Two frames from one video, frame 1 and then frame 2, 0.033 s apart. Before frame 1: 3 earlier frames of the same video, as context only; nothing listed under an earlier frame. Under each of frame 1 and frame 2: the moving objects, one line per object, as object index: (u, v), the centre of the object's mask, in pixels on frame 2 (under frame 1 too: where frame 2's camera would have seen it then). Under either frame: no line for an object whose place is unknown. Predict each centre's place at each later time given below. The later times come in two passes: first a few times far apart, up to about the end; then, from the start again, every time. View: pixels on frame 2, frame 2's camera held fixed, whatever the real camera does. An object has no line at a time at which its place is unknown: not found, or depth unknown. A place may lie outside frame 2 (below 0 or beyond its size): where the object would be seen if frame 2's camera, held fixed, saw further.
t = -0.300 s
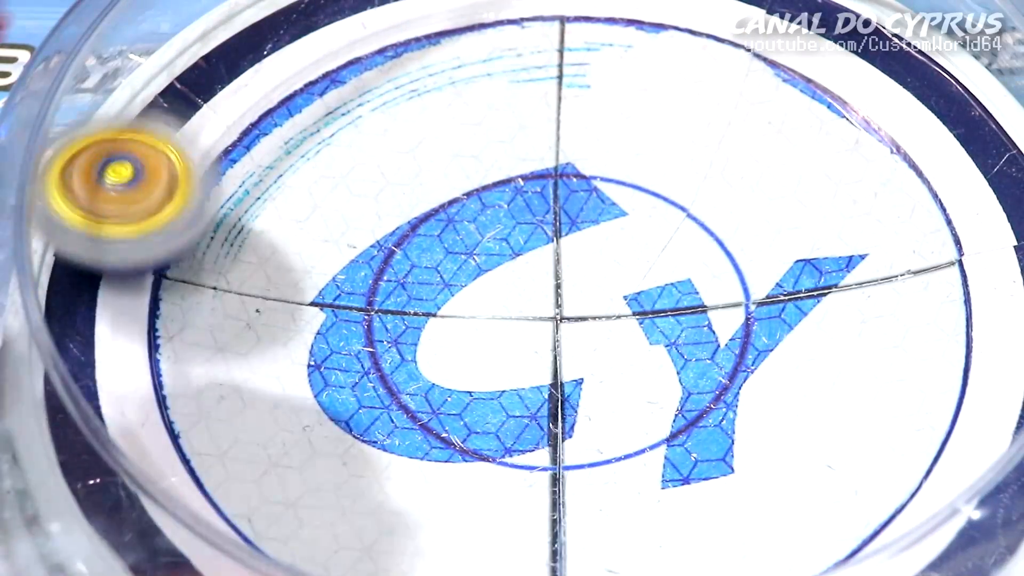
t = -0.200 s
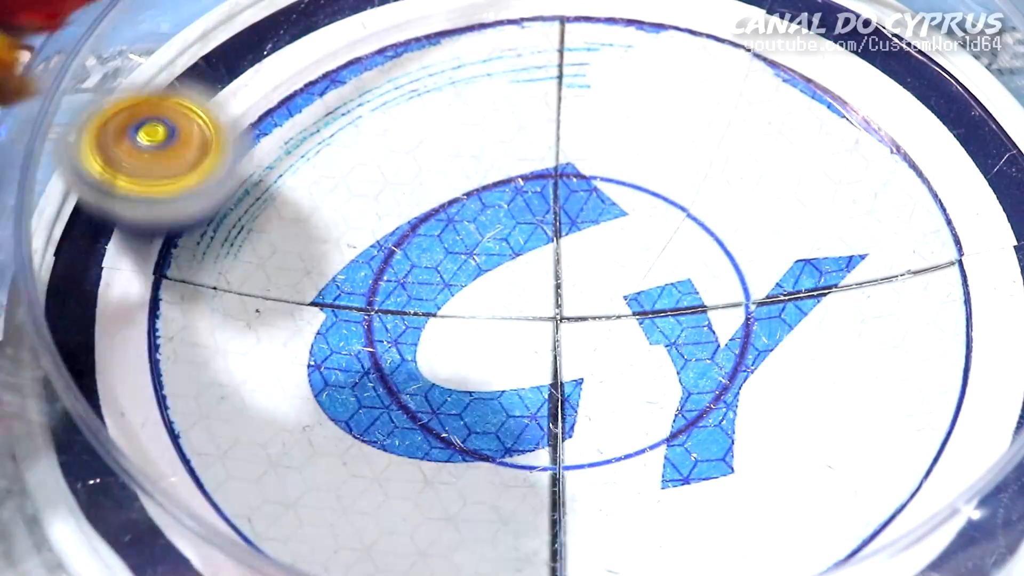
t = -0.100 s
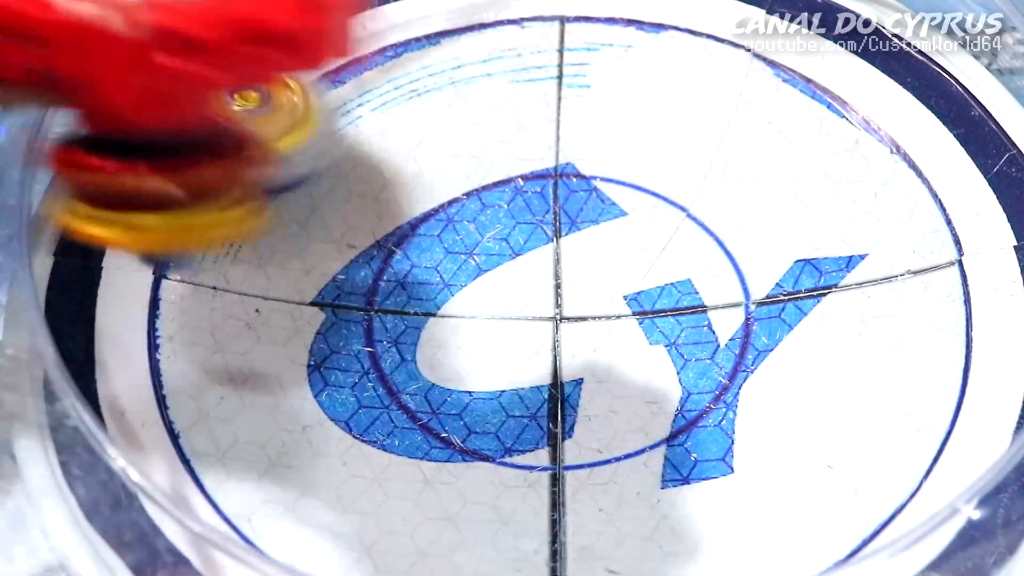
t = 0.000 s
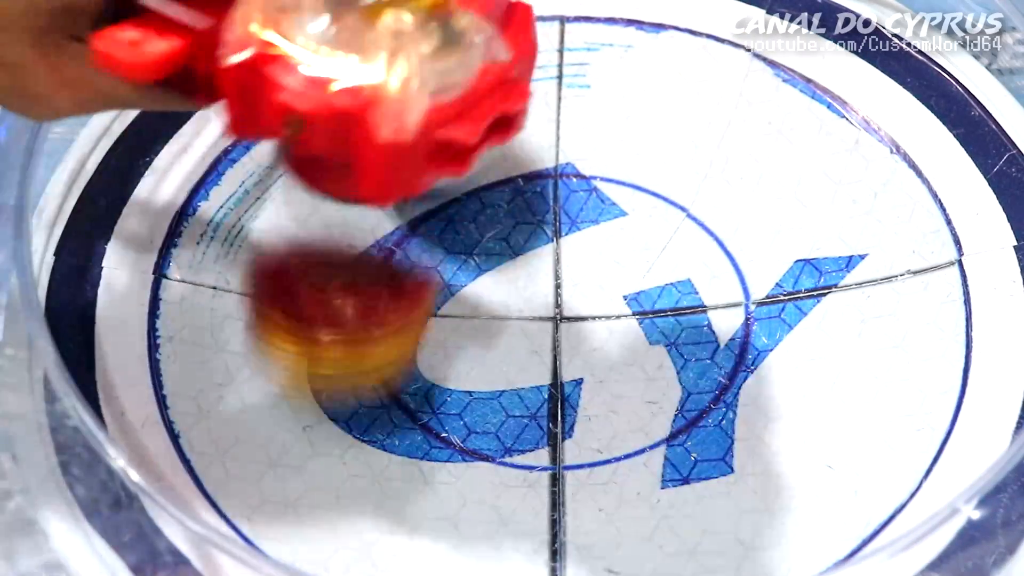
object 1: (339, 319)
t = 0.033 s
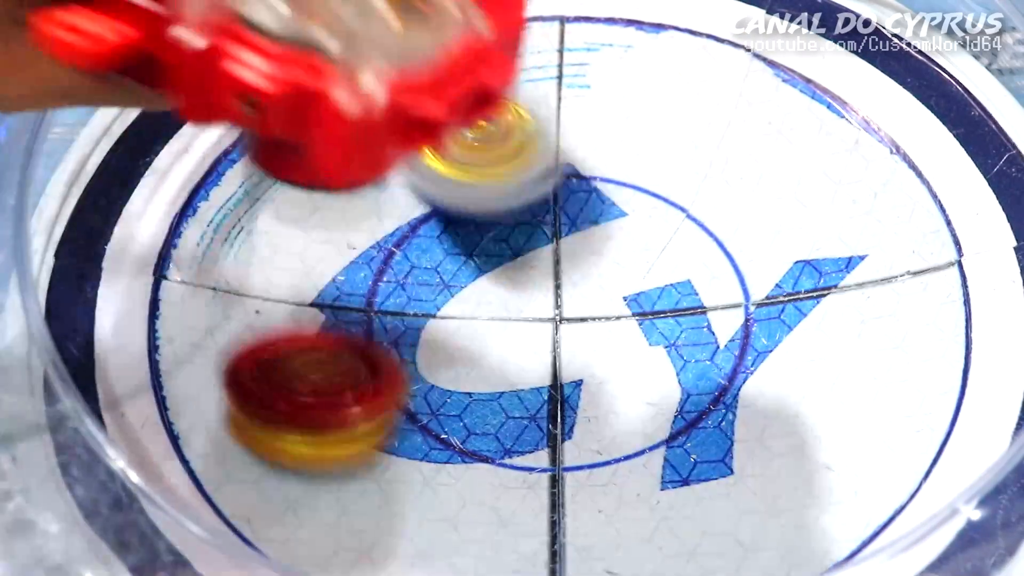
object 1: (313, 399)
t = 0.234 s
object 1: (242, 333)
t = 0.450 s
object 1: (403, 286)
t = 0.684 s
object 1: (465, 153)
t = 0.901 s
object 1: (251, 39)
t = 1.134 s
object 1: (265, 74)
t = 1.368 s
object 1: (349, 130)
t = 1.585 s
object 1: (391, 90)
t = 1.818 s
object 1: (408, 41)
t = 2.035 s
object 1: (521, 56)
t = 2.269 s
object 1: (628, 43)
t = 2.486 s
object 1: (629, 48)
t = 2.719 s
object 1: (718, 107)
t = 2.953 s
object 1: (817, 118)
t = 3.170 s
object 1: (808, 174)
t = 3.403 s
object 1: (832, 270)
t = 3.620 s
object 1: (928, 331)
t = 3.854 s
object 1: (872, 403)
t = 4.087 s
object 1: (693, 473)
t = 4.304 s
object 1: (648, 500)
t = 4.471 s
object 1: (601, 485)
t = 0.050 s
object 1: (299, 374)
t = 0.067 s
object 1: (287, 356)
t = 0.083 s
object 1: (275, 340)
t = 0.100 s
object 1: (265, 332)
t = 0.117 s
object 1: (258, 330)
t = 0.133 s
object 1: (251, 335)
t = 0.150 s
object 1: (246, 346)
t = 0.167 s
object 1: (244, 364)
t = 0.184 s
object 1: (242, 372)
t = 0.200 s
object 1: (241, 356)
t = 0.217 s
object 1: (240, 341)
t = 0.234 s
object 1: (242, 333)
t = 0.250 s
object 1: (246, 330)
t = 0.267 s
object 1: (251, 334)
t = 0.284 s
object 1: (259, 333)
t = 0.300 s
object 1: (269, 312)
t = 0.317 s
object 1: (281, 299)
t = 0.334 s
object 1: (294, 292)
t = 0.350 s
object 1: (309, 290)
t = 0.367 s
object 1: (325, 296)
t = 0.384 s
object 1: (342, 306)
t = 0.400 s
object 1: (357, 308)
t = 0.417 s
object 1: (372, 294)
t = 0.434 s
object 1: (387, 287)
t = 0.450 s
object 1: (403, 286)
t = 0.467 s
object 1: (420, 289)
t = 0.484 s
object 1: (432, 279)
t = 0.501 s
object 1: (443, 267)
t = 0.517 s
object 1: (455, 262)
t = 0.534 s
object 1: (466, 261)
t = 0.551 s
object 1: (474, 251)
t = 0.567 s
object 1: (482, 241)
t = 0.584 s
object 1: (486, 230)
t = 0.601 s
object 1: (487, 217)
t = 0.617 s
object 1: (487, 205)
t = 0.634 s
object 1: (484, 192)
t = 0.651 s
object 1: (481, 180)
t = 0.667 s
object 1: (473, 166)
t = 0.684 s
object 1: (465, 153)
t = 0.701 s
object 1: (455, 140)
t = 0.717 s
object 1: (444, 129)
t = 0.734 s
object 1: (429, 116)
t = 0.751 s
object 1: (415, 104)
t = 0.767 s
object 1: (397, 91)
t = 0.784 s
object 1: (379, 79)
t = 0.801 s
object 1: (359, 66)
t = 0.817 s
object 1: (338, 56)
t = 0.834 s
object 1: (316, 48)
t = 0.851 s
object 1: (299, 42)
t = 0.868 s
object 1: (283, 40)
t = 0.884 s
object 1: (268, 40)
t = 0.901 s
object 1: (251, 39)
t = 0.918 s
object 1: (237, 38)
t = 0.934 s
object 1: (230, 42)
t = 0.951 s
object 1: (226, 45)
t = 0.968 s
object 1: (221, 48)
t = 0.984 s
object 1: (216, 52)
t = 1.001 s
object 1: (212, 55)
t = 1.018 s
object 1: (212, 57)
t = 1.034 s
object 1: (216, 59)
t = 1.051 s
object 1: (223, 61)
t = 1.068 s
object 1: (232, 63)
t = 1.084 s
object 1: (241, 64)
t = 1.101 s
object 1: (248, 66)
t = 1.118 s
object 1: (256, 68)
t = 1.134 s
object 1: (265, 74)
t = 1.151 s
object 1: (274, 80)
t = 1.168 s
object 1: (281, 83)
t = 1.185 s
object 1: (289, 88)
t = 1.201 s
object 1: (295, 92)
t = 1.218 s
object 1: (301, 97)
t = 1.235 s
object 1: (308, 102)
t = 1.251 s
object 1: (314, 108)
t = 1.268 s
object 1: (319, 112)
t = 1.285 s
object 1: (326, 118)
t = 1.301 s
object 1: (331, 122)
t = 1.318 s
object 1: (336, 125)
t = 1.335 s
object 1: (341, 127)
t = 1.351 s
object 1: (345, 129)
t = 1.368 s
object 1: (349, 130)
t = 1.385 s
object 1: (354, 130)
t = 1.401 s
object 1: (359, 129)
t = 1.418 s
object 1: (363, 128)
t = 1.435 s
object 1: (367, 126)
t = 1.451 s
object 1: (370, 124)
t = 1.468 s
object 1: (373, 121)
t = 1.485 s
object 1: (376, 117)
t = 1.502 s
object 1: (379, 113)
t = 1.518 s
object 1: (382, 109)
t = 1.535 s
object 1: (385, 104)
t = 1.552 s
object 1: (387, 99)
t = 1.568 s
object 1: (389, 95)
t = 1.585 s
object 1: (391, 90)
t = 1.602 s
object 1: (393, 84)
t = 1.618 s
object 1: (396, 79)
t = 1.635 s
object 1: (397, 70)
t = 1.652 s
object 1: (397, 59)
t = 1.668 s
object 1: (397, 51)
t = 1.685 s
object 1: (398, 44)
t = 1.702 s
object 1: (399, 39)
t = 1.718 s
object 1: (399, 36)
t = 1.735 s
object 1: (399, 32)
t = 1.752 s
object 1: (399, 31)
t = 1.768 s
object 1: (402, 33)
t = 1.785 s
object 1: (404, 36)
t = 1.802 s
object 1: (406, 38)
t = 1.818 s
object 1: (408, 41)
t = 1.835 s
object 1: (409, 44)
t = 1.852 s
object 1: (412, 47)
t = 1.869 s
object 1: (415, 49)
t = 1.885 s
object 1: (420, 52)
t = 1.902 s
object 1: (426, 54)
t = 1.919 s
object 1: (432, 56)
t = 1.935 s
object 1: (441, 57)
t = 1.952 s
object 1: (452, 58)
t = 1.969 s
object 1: (463, 58)
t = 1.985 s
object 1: (476, 58)
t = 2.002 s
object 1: (490, 57)
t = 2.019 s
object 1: (505, 57)
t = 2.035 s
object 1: (521, 56)
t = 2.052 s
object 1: (537, 55)
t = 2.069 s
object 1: (553, 54)
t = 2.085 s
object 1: (566, 53)
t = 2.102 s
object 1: (577, 51)
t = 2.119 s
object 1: (587, 51)
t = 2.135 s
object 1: (595, 49)
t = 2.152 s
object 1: (602, 49)
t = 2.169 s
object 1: (609, 48)
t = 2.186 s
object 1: (613, 47)
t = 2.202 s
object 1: (618, 46)
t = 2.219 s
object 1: (621, 46)
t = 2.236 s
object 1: (624, 45)
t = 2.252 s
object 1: (626, 44)
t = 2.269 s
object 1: (628, 43)
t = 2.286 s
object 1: (629, 42)
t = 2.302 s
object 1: (630, 42)
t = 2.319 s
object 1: (630, 41)
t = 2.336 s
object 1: (631, 41)
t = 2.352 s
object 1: (632, 41)
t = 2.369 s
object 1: (631, 41)
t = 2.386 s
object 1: (632, 41)
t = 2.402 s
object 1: (631, 42)
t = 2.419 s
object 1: (630, 42)
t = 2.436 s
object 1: (631, 43)
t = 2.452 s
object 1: (631, 44)
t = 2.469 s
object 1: (630, 46)
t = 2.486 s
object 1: (629, 48)
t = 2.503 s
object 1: (628, 51)
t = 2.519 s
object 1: (628, 53)
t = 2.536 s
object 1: (629, 56)
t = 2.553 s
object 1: (631, 60)
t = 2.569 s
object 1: (634, 65)
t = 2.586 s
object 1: (639, 71)
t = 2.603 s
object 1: (644, 78)
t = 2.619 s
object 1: (649, 86)
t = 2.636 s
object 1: (655, 94)
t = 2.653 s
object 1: (663, 100)
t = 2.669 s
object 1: (676, 104)
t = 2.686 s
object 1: (691, 104)
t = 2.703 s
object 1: (705, 106)
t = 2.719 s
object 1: (718, 107)
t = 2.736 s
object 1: (732, 108)
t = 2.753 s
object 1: (743, 110)
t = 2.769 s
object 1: (752, 112)
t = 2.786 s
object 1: (761, 115)
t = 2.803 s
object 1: (770, 117)
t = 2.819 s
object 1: (778, 117)
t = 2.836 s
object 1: (785, 118)
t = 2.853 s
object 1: (792, 118)
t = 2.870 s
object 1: (797, 118)
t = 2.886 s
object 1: (803, 118)
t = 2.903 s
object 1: (807, 118)
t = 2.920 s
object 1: (810, 116)
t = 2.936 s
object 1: (814, 118)
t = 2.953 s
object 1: (817, 118)
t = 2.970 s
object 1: (818, 119)
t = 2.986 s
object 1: (820, 119)
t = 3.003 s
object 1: (821, 122)
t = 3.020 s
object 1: (821, 125)
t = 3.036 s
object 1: (819, 130)
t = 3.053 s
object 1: (818, 134)
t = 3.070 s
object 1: (816, 138)
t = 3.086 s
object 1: (814, 144)
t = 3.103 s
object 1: (812, 150)
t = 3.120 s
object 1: (811, 155)
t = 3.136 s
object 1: (810, 162)
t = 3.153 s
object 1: (809, 168)
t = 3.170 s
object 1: (808, 174)
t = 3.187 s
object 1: (807, 181)
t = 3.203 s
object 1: (806, 187)
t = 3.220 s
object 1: (805, 194)
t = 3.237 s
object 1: (806, 200)
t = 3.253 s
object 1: (806, 207)
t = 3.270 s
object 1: (806, 214)
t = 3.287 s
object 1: (808, 221)
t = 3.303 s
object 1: (810, 228)
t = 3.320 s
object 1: (811, 236)
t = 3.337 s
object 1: (814, 243)
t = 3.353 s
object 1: (818, 250)
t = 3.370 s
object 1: (822, 258)
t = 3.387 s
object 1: (826, 264)
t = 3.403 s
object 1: (832, 270)
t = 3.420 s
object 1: (839, 275)
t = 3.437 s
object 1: (846, 280)
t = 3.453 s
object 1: (854, 284)
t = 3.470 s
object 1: (861, 289)
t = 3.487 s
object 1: (868, 293)
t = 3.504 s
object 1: (875, 298)
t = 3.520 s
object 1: (883, 302)
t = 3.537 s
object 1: (890, 307)
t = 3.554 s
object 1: (898, 312)
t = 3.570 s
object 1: (906, 316)
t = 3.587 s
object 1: (914, 321)
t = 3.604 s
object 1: (921, 326)
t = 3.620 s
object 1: (928, 331)
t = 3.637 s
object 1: (934, 336)
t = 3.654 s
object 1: (937, 342)
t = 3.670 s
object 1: (939, 348)
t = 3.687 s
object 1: (938, 351)
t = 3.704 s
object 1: (935, 352)
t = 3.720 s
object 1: (931, 353)
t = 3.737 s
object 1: (926, 355)
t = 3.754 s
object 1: (920, 359)
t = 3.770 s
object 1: (914, 363)
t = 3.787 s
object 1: (907, 369)
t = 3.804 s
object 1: (900, 377)
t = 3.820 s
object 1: (892, 385)
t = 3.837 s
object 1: (883, 394)
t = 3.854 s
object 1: (872, 403)
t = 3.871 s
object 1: (859, 413)
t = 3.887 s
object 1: (845, 421)
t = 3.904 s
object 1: (830, 429)
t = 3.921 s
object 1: (813, 436)
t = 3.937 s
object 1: (797, 443)
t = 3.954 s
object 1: (781, 448)
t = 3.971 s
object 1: (765, 453)
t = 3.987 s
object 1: (752, 456)
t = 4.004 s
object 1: (739, 460)
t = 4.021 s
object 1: (728, 462)
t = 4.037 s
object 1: (718, 465)
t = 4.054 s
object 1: (708, 467)
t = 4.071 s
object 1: (700, 470)
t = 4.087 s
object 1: (693, 473)
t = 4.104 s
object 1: (686, 477)
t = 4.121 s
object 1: (681, 480)
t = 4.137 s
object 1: (677, 483)
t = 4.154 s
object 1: (674, 485)
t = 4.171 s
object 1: (671, 489)
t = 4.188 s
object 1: (667, 491)
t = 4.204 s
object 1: (665, 492)
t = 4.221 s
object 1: (663, 494)
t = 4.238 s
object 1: (661, 496)
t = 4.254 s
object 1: (658, 498)
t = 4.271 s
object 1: (654, 499)
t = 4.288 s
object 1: (650, 500)
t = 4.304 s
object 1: (648, 500)
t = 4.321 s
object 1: (646, 500)
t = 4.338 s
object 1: (643, 500)
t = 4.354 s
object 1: (640, 499)
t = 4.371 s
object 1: (636, 498)
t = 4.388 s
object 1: (632, 496)
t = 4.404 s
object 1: (627, 495)
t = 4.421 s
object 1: (621, 493)
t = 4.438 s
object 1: (616, 490)
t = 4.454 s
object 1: (608, 487)
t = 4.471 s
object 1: (601, 485)
